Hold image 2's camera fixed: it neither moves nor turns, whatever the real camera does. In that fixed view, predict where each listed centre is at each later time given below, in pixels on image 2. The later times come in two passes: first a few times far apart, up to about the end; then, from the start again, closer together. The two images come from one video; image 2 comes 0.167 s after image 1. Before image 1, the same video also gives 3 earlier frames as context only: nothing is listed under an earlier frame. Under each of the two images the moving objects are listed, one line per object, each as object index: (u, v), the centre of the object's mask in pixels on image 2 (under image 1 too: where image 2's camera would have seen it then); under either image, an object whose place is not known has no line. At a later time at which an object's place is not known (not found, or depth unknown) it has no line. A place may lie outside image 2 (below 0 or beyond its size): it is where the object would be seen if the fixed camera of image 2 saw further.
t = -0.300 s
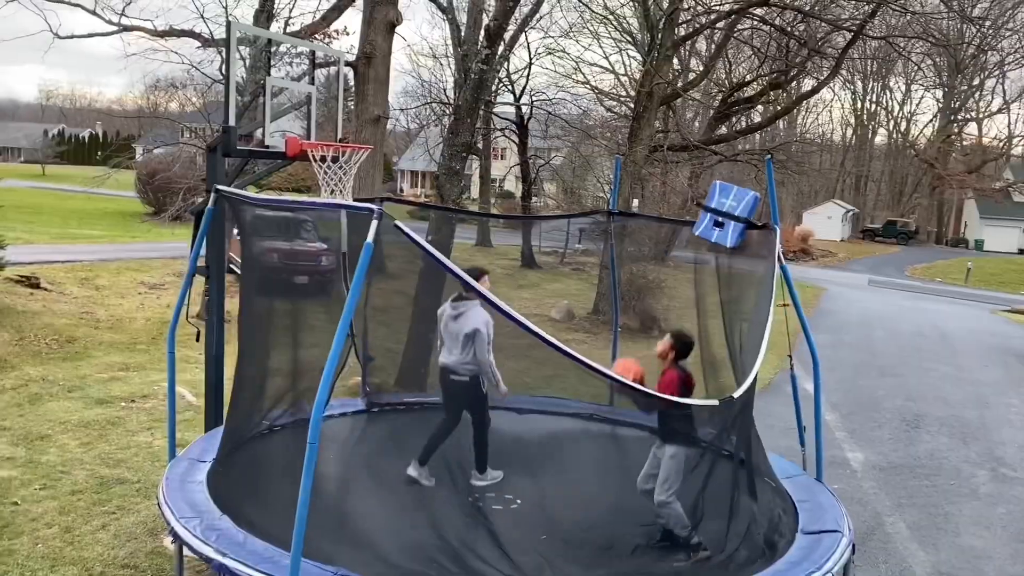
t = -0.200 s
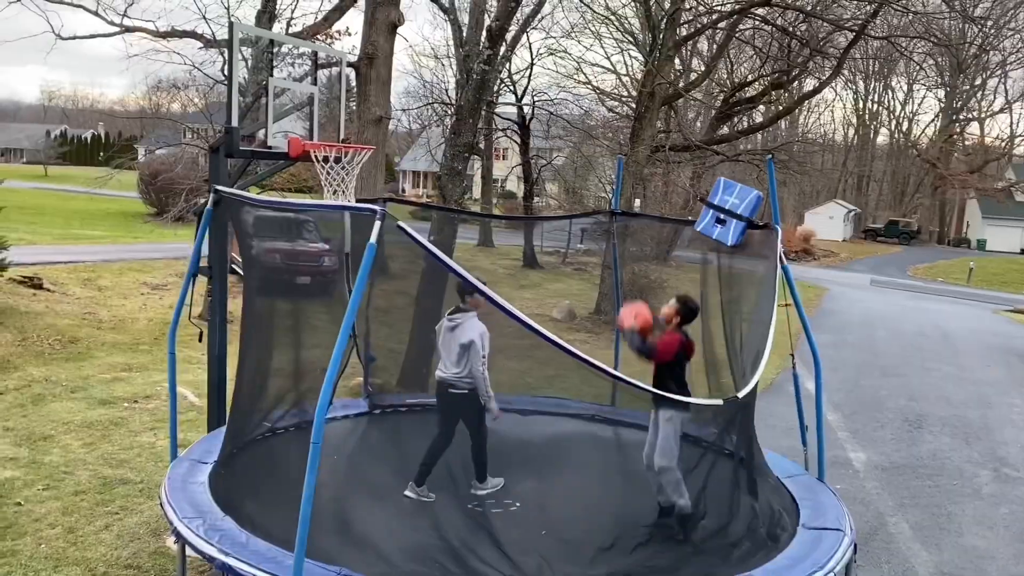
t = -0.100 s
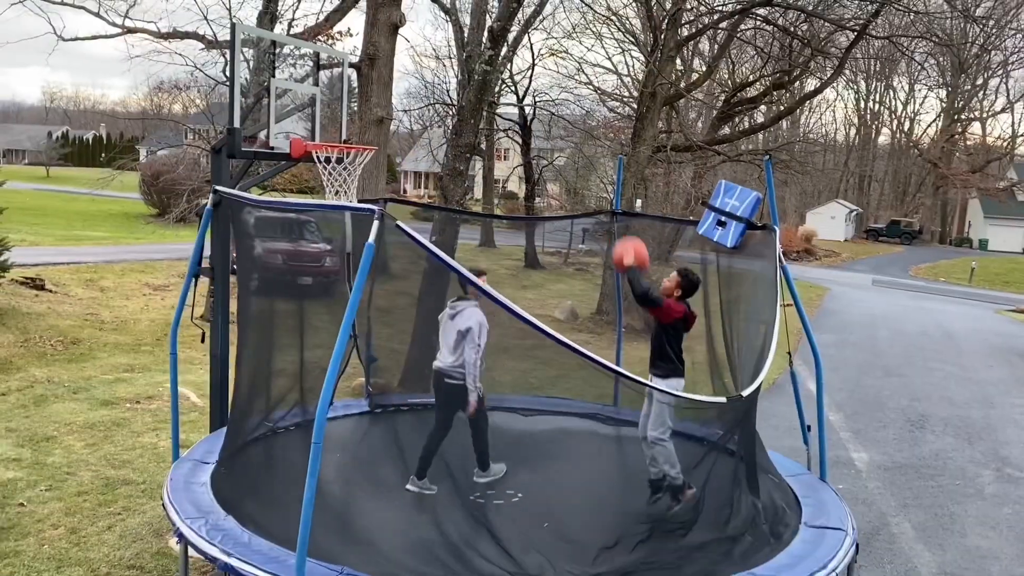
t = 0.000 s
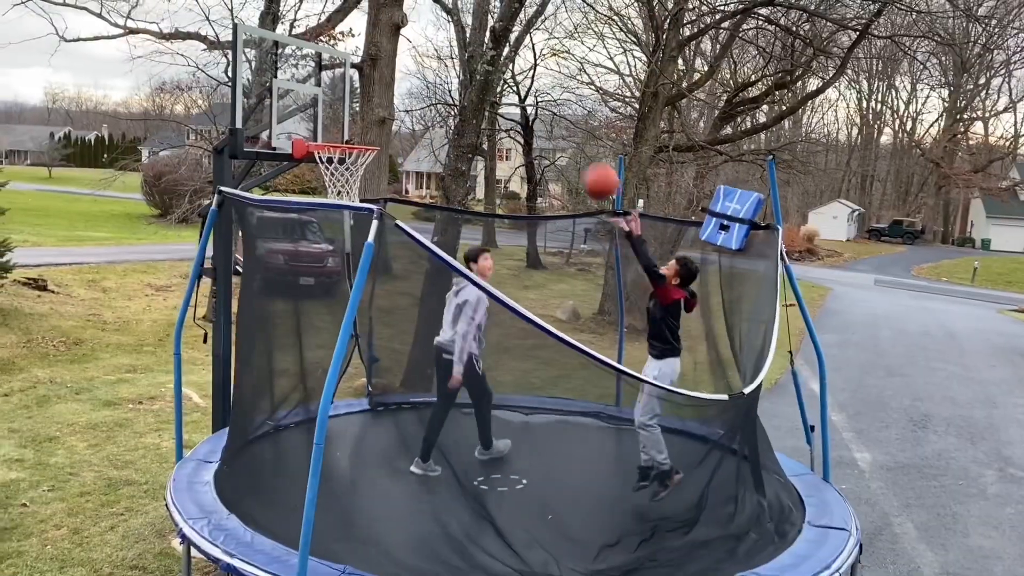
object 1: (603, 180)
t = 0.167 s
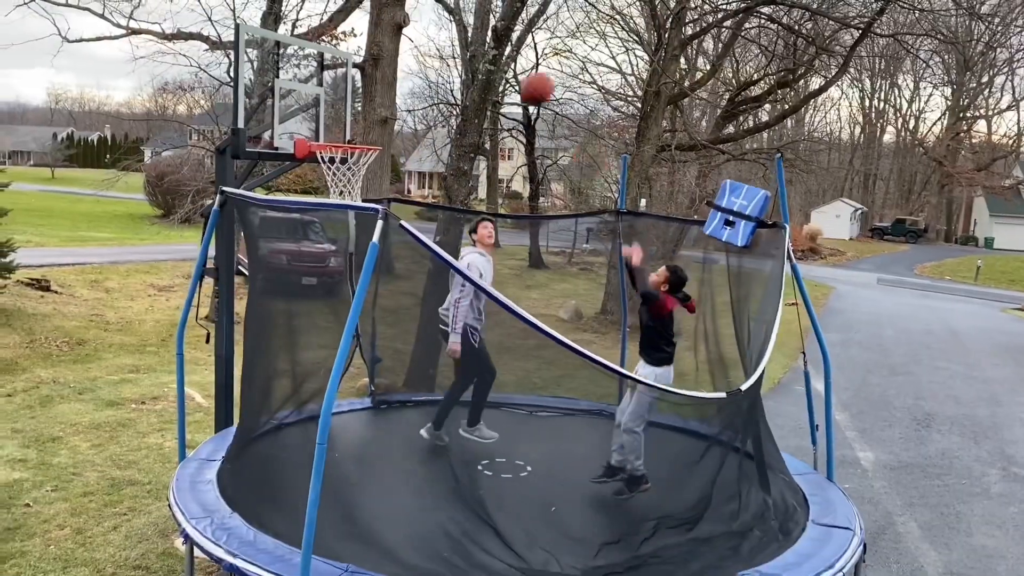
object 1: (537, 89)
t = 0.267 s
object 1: (497, 54)
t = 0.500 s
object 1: (402, 34)
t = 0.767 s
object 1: (310, 104)
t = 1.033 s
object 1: (367, 196)
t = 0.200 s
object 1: (523, 76)
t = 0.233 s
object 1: (509, 63)
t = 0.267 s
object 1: (497, 54)
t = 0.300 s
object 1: (484, 47)
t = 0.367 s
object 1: (458, 36)
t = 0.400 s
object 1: (444, 33)
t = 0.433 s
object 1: (430, 31)
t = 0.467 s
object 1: (416, 32)
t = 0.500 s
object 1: (402, 34)
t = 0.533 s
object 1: (389, 37)
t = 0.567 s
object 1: (379, 43)
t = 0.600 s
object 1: (366, 51)
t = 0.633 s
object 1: (353, 59)
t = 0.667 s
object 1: (339, 69)
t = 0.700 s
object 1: (327, 80)
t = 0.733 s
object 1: (314, 93)
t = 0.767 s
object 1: (310, 104)
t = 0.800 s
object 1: (318, 117)
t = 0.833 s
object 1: (327, 129)
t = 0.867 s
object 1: (336, 136)
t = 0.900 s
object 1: (344, 160)
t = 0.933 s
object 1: (352, 176)
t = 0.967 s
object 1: (359, 187)
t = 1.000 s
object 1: (361, 190)
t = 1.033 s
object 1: (367, 196)
